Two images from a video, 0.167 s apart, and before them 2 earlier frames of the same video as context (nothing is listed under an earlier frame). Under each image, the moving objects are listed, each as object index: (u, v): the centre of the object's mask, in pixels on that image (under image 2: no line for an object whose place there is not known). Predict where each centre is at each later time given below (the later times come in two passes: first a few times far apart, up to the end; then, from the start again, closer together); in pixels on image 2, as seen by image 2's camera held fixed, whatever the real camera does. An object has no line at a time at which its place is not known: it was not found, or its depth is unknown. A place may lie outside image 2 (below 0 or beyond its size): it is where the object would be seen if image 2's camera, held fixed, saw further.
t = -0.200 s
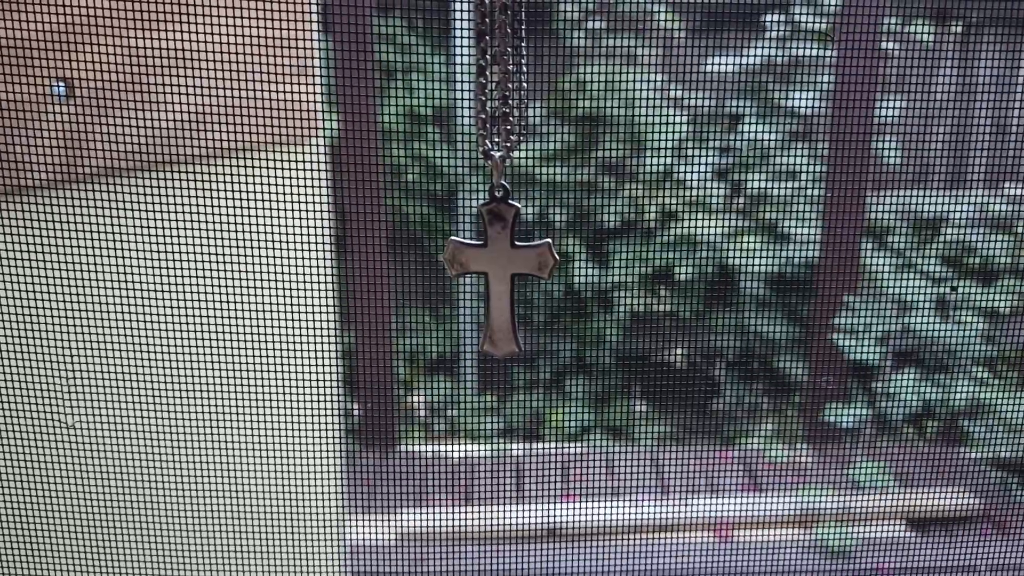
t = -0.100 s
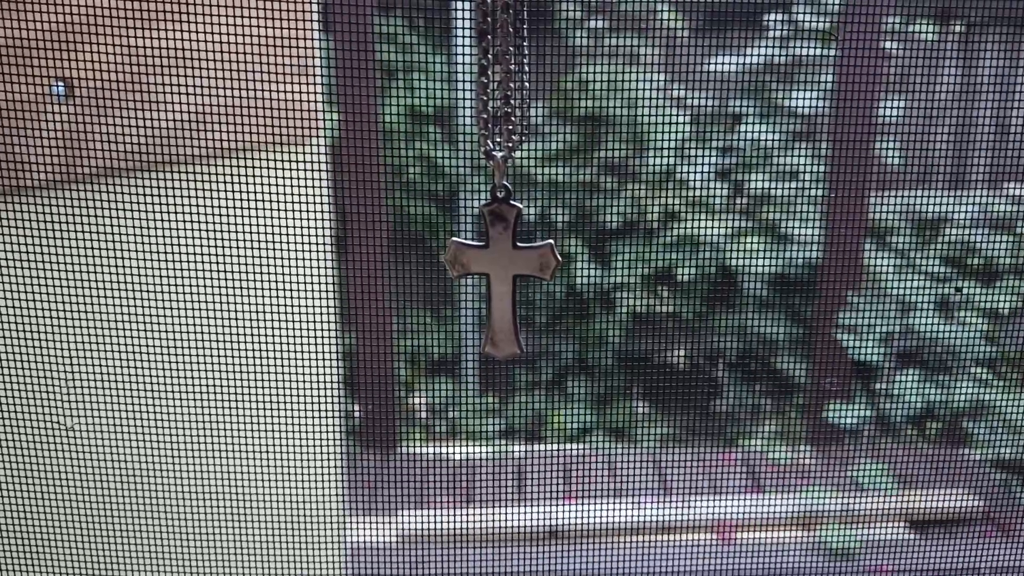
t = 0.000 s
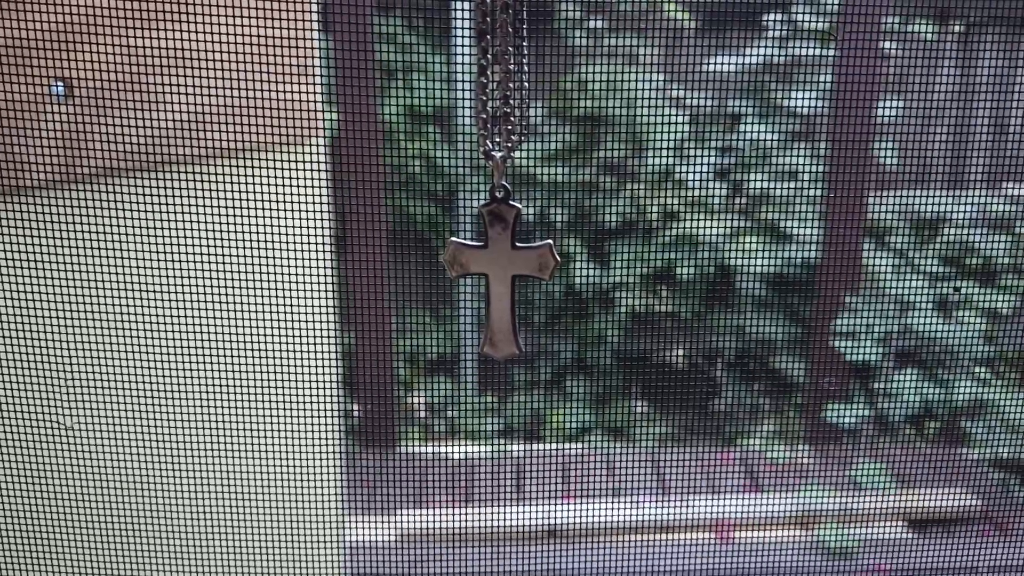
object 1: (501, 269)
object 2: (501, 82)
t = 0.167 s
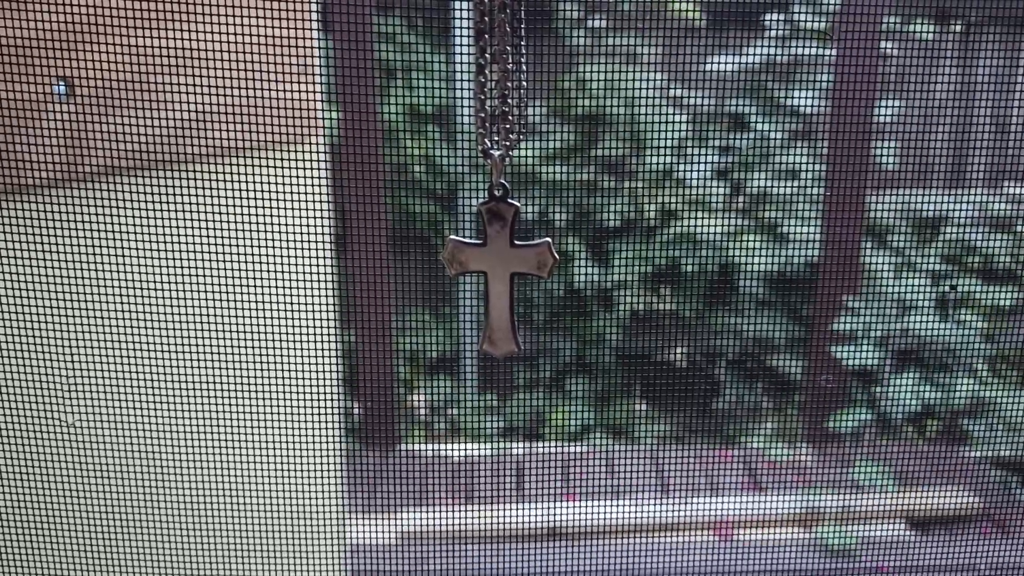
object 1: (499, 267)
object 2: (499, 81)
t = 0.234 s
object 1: (500, 267)
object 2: (500, 81)
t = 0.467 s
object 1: (501, 267)
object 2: (500, 81)
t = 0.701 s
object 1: (502, 267)
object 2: (501, 81)
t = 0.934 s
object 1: (501, 267)
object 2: (501, 83)
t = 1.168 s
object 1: (500, 268)
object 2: (501, 83)
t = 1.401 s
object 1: (504, 268)
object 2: (504, 82)
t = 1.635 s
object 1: (507, 267)
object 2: (506, 82)
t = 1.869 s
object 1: (501, 267)
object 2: (501, 81)
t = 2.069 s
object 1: (501, 268)
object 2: (501, 83)
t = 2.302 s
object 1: (504, 268)
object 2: (504, 83)
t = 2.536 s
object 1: (503, 267)
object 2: (504, 83)
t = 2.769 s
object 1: (501, 267)
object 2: (501, 83)
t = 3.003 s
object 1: (499, 267)
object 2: (500, 83)
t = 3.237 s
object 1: (499, 268)
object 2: (499, 80)
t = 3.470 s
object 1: (501, 268)
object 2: (501, 80)
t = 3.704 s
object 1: (506, 267)
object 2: (505, 81)
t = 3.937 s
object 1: (505, 268)
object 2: (505, 83)
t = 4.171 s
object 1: (502, 268)
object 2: (502, 82)
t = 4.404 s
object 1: (502, 267)
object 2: (502, 82)
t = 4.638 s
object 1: (501, 267)
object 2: (501, 83)
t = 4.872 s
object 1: (499, 268)
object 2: (500, 83)
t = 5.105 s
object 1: (500, 267)
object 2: (500, 83)
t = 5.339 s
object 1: (498, 267)
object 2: (499, 82)
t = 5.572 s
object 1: (500, 268)
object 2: (500, 80)
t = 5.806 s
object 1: (501, 268)
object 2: (501, 80)
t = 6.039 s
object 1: (500, 268)
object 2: (500, 80)
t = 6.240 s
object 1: (500, 269)
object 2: (501, 83)
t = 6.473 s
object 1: (499, 269)
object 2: (499, 80)
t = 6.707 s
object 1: (503, 268)
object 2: (503, 80)
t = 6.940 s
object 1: (499, 270)
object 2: (499, 80)
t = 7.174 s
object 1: (498, 269)
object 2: (499, 82)
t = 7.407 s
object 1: (509, 269)
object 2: (510, 81)
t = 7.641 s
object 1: (502, 269)
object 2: (502, 80)
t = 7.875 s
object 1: (500, 268)
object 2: (501, 82)
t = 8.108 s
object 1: (504, 268)
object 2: (504, 83)
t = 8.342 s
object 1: (501, 268)
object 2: (501, 82)
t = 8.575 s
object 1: (503, 268)
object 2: (504, 81)
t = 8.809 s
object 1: (506, 267)
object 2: (506, 80)
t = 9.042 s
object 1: (500, 268)
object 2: (501, 82)
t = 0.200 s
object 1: (499, 267)
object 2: (499, 81)
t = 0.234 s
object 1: (500, 267)
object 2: (500, 81)
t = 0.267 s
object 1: (501, 267)
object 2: (500, 81)
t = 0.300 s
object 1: (501, 267)
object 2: (500, 81)
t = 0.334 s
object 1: (501, 267)
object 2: (500, 81)
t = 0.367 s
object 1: (500, 267)
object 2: (500, 81)
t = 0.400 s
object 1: (501, 267)
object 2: (501, 83)
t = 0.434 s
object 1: (501, 267)
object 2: (500, 81)
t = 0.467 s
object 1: (501, 267)
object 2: (500, 81)
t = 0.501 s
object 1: (501, 267)
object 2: (500, 81)
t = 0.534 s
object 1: (501, 267)
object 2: (500, 81)
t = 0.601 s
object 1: (501, 267)
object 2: (500, 81)
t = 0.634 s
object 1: (501, 266)
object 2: (501, 81)
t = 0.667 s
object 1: (502, 267)
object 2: (501, 81)
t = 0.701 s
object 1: (502, 267)
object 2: (501, 81)
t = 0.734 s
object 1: (502, 267)
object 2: (502, 83)
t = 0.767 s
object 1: (502, 267)
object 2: (502, 81)
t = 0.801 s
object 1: (502, 267)
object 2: (502, 83)
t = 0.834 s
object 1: (502, 267)
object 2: (502, 81)
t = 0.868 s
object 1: (501, 267)
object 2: (501, 81)
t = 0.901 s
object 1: (501, 267)
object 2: (501, 81)
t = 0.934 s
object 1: (501, 267)
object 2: (501, 83)
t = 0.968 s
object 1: (501, 266)
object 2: (500, 81)
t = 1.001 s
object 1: (500, 267)
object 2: (500, 81)
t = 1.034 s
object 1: (500, 266)
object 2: (500, 81)
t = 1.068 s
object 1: (500, 266)
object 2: (501, 83)
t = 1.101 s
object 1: (500, 267)
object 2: (501, 83)
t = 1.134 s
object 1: (500, 267)
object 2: (501, 83)
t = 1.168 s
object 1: (500, 268)
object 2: (501, 83)
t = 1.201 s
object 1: (500, 267)
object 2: (500, 81)
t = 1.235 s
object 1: (499, 268)
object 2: (499, 81)
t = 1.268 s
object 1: (501, 268)
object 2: (500, 81)
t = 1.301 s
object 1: (502, 268)
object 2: (501, 81)
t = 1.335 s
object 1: (503, 268)
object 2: (503, 83)
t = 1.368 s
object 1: (504, 269)
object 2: (504, 81)
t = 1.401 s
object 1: (504, 268)
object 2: (504, 82)
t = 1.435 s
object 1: (505, 268)
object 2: (505, 82)
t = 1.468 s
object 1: (506, 268)
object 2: (505, 82)
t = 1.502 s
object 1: (507, 268)
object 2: (506, 81)
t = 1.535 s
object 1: (507, 267)
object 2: (507, 81)
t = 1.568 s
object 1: (507, 267)
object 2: (507, 83)
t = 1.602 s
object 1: (507, 267)
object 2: (507, 82)
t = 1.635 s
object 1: (507, 267)
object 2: (506, 82)
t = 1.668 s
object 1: (507, 267)
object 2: (506, 81)
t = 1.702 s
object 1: (507, 266)
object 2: (506, 81)
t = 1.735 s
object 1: (507, 267)
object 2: (506, 81)
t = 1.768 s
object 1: (506, 267)
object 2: (507, 83)
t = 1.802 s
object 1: (506, 267)
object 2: (506, 81)
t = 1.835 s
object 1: (503, 268)
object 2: (503, 81)
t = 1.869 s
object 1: (501, 267)
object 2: (501, 81)
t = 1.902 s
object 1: (499, 267)
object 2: (500, 83)
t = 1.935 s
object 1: (499, 267)
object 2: (500, 83)
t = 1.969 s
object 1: (499, 267)
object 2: (500, 84)
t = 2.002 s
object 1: (499, 267)
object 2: (500, 84)
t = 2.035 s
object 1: (499, 267)
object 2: (500, 83)
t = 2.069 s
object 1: (501, 268)
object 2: (501, 83)
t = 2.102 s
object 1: (501, 268)
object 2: (501, 83)
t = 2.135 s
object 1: (501, 268)
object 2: (501, 82)
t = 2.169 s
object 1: (501, 268)
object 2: (501, 82)
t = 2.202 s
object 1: (502, 267)
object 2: (501, 81)
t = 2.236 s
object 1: (503, 267)
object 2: (502, 83)
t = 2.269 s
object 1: (504, 268)
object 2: (504, 83)
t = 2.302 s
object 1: (504, 268)
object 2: (504, 83)
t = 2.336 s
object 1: (504, 267)
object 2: (504, 83)
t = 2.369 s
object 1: (504, 267)
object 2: (504, 83)
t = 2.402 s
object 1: (504, 268)
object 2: (504, 83)
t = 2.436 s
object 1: (504, 267)
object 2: (504, 83)
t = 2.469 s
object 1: (504, 268)
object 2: (504, 83)
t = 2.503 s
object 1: (503, 268)
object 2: (504, 83)
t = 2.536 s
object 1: (503, 267)
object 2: (504, 83)
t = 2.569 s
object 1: (503, 268)
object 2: (504, 83)
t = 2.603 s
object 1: (503, 268)
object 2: (504, 83)
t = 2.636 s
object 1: (503, 268)
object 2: (504, 82)
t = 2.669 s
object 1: (502, 268)
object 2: (502, 82)
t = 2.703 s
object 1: (501, 268)
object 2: (502, 83)
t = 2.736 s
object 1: (501, 267)
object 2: (502, 83)
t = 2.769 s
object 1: (501, 267)
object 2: (501, 83)
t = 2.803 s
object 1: (501, 267)
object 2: (501, 83)
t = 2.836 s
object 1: (501, 267)
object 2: (501, 82)
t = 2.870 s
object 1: (501, 267)
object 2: (501, 83)
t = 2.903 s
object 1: (502, 267)
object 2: (502, 83)
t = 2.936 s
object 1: (500, 267)
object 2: (501, 83)
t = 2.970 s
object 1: (499, 267)
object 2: (500, 83)
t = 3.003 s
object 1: (499, 267)
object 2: (500, 83)
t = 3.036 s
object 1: (499, 267)
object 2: (499, 82)
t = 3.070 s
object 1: (500, 266)
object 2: (500, 82)
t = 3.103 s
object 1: (500, 267)
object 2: (500, 80)
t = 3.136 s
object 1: (500, 267)
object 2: (501, 83)
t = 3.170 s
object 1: (499, 268)
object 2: (500, 83)
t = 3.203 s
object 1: (499, 268)
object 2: (500, 83)
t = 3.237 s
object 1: (499, 268)
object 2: (499, 80)
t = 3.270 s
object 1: (499, 268)
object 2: (500, 83)
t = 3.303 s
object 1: (500, 269)
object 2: (500, 82)
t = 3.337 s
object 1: (500, 269)
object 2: (500, 80)
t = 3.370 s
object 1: (501, 269)
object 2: (501, 80)
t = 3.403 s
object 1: (501, 269)
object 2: (502, 82)
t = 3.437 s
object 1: (501, 268)
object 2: (501, 81)
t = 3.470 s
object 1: (501, 268)
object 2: (501, 80)
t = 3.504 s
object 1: (501, 269)
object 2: (501, 82)
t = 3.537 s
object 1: (502, 268)
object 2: (502, 81)
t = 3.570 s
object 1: (504, 268)
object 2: (503, 81)
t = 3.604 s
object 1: (504, 268)
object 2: (504, 81)
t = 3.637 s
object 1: (505, 267)
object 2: (504, 81)
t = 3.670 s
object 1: (505, 267)
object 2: (505, 81)
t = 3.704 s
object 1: (506, 267)
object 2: (505, 81)
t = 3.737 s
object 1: (506, 267)
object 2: (505, 81)
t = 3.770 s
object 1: (506, 267)
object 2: (505, 81)
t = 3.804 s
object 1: (506, 267)
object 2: (505, 81)
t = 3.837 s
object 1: (505, 268)
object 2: (505, 83)
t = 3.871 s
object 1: (505, 268)
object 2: (505, 83)
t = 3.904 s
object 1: (505, 268)
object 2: (505, 83)
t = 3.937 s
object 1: (505, 268)
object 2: (505, 83)
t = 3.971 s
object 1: (504, 268)
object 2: (504, 82)
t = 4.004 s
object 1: (503, 269)
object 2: (504, 82)
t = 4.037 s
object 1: (503, 269)
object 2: (503, 82)
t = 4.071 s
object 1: (502, 268)
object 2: (502, 82)
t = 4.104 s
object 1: (502, 268)
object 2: (502, 82)
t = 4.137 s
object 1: (502, 268)
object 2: (502, 82)
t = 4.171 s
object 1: (502, 268)
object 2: (502, 82)
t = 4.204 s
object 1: (502, 268)
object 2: (502, 82)
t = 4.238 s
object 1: (502, 268)
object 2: (502, 81)
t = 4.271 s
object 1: (502, 268)
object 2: (502, 82)
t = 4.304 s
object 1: (502, 267)
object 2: (502, 82)
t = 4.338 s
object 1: (502, 267)
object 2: (502, 82)
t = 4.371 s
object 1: (502, 267)
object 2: (502, 82)
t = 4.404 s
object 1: (502, 267)
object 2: (502, 82)
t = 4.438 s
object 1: (502, 267)
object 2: (502, 82)
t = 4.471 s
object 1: (502, 267)
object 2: (502, 82)
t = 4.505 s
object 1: (502, 267)
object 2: (502, 82)
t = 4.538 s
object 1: (502, 267)
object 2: (503, 82)
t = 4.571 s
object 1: (503, 266)
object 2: (502, 80)
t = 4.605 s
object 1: (501, 267)
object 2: (502, 83)
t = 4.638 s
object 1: (501, 267)
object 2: (501, 83)
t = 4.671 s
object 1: (500, 267)
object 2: (501, 83)
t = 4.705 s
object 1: (500, 268)
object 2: (501, 83)
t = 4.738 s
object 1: (500, 268)
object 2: (500, 81)
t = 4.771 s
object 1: (500, 268)
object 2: (500, 81)
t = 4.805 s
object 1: (500, 268)
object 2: (500, 83)
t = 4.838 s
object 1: (499, 268)
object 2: (500, 83)
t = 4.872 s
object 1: (499, 268)
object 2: (500, 83)
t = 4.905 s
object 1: (500, 268)
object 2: (500, 83)
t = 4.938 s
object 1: (500, 268)
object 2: (500, 83)
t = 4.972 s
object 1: (499, 268)
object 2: (500, 83)
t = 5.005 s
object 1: (499, 268)
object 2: (500, 82)
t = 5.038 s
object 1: (499, 268)
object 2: (500, 83)
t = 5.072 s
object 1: (500, 267)
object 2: (500, 83)
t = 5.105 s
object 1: (500, 267)
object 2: (500, 83)
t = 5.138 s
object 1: (499, 267)
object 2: (500, 83)
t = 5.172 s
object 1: (499, 267)
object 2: (500, 82)
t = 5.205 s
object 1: (499, 267)
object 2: (499, 80)
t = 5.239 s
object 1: (499, 267)
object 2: (500, 82)
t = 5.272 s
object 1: (499, 266)
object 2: (499, 82)
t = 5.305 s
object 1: (498, 267)
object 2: (499, 82)
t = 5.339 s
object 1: (498, 267)
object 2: (499, 82)
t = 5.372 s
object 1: (499, 267)
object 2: (500, 82)
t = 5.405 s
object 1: (499, 266)
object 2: (500, 82)
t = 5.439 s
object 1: (499, 267)
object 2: (499, 80)
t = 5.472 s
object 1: (498, 267)
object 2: (498, 80)
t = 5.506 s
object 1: (498, 268)
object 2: (498, 80)
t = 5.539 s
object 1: (499, 268)
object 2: (500, 82)
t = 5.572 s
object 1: (500, 268)
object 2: (500, 80)
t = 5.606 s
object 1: (500, 268)
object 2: (500, 80)
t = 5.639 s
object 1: (500, 268)
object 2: (500, 80)
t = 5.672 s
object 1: (500, 268)
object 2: (500, 80)
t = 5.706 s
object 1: (500, 268)
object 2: (500, 80)
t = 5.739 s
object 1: (501, 268)
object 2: (500, 80)
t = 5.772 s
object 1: (501, 268)
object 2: (501, 80)
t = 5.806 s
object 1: (501, 268)
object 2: (501, 80)
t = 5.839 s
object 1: (500, 268)
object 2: (501, 83)
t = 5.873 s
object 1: (500, 268)
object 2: (501, 82)
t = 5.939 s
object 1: (499, 268)
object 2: (499, 80)
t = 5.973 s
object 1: (499, 268)
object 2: (500, 82)
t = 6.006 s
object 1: (500, 268)
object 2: (500, 80)
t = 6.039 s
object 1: (500, 268)
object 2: (500, 80)
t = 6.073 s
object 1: (501, 268)
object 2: (501, 80)
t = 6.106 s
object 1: (501, 268)
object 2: (501, 80)
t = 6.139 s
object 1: (501, 268)
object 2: (501, 80)
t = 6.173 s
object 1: (502, 269)
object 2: (501, 80)
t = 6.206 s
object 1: (501, 269)
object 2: (501, 80)
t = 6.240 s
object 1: (500, 269)
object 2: (501, 83)
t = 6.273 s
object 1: (499, 269)
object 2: (499, 80)
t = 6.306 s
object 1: (499, 269)
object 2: (499, 80)
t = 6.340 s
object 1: (499, 269)
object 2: (499, 80)
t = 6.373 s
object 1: (498, 269)
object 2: (498, 80)
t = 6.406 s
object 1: (498, 269)
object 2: (498, 80)
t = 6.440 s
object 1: (498, 269)
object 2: (498, 80)
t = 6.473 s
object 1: (499, 269)
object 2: (499, 80)
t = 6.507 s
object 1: (502, 269)
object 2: (501, 80)
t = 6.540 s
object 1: (503, 269)
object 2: (503, 82)
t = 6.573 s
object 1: (503, 268)
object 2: (503, 82)
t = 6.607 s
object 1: (503, 269)
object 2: (504, 81)
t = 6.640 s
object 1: (503, 269)
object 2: (503, 81)
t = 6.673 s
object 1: (503, 268)
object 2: (503, 82)
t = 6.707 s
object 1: (503, 268)
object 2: (503, 80)
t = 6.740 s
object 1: (503, 269)
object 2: (504, 82)
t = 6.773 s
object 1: (503, 268)
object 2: (503, 80)
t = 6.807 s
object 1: (502, 268)
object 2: (502, 80)
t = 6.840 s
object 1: (501, 268)
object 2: (502, 82)
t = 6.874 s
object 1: (501, 269)
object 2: (502, 82)
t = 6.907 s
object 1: (500, 270)
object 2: (500, 82)
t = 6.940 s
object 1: (499, 270)
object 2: (499, 80)
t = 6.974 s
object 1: (499, 270)
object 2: (500, 83)
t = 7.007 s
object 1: (499, 270)
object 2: (500, 83)
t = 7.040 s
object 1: (498, 269)
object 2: (499, 83)
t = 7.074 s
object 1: (498, 269)
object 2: (499, 83)
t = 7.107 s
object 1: (498, 269)
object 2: (499, 82)
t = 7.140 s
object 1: (498, 269)
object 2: (499, 82)
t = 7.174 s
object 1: (498, 269)
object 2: (499, 82)
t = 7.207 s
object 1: (499, 269)
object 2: (499, 82)
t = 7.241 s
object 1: (502, 269)
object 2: (502, 82)
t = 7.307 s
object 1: (507, 270)
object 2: (507, 80)
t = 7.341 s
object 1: (509, 269)
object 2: (508, 81)
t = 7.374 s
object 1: (509, 270)
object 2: (509, 81)
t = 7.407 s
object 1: (509, 269)
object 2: (510, 81)
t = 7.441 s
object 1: (506, 269)
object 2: (507, 83)
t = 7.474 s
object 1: (503, 269)
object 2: (504, 82)
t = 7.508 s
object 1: (503, 269)
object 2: (503, 82)
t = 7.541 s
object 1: (503, 269)
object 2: (503, 82)
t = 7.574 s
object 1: (503, 269)
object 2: (504, 82)
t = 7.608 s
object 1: (503, 269)
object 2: (503, 80)
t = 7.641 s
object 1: (502, 269)
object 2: (502, 80)
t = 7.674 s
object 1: (500, 269)
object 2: (501, 82)
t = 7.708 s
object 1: (500, 269)
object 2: (501, 82)
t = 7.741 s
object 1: (500, 269)
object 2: (501, 82)
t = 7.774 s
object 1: (500, 269)
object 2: (501, 82)
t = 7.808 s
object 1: (500, 269)
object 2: (501, 82)
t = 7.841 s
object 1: (500, 269)
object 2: (501, 83)
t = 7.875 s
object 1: (500, 268)
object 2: (501, 82)
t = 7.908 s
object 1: (500, 268)
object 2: (501, 82)
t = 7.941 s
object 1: (502, 268)
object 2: (502, 82)
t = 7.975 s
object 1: (504, 268)
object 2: (504, 81)
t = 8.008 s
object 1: (503, 268)
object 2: (504, 82)
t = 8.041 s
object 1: (504, 268)
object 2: (503, 80)
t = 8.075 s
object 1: (504, 268)
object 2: (503, 80)
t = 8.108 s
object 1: (504, 268)
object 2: (504, 83)
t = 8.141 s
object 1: (504, 268)
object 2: (503, 80)
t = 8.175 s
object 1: (504, 268)
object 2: (504, 83)
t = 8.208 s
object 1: (504, 268)
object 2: (504, 80)
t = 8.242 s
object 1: (503, 267)
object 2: (504, 82)
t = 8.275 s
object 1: (501, 267)
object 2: (502, 82)
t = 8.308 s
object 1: (501, 268)
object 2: (502, 82)
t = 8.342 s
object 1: (501, 268)
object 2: (501, 82)
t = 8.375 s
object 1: (502, 269)
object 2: (501, 81)
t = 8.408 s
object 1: (503, 270)
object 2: (503, 82)
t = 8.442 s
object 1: (504, 270)
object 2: (503, 81)
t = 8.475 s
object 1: (504, 270)
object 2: (504, 81)
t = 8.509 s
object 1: (504, 269)
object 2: (504, 80)
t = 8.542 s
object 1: (503, 268)
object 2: (503, 80)
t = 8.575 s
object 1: (503, 268)
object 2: (504, 81)
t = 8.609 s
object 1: (504, 268)
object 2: (503, 81)
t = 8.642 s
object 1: (503, 268)
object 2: (503, 80)
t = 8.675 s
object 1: (504, 267)
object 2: (503, 80)
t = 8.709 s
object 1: (506, 267)
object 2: (505, 80)
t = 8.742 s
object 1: (506, 267)
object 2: (506, 82)
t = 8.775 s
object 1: (506, 267)
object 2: (506, 80)
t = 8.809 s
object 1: (506, 267)
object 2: (506, 80)
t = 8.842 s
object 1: (504, 267)
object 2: (505, 81)
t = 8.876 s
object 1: (503, 267)
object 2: (503, 80)
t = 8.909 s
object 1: (502, 267)
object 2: (503, 79)
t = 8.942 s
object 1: (502, 267)
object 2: (503, 82)
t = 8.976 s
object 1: (501, 267)
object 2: (501, 79)
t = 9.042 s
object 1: (500, 268)
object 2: (501, 82)
